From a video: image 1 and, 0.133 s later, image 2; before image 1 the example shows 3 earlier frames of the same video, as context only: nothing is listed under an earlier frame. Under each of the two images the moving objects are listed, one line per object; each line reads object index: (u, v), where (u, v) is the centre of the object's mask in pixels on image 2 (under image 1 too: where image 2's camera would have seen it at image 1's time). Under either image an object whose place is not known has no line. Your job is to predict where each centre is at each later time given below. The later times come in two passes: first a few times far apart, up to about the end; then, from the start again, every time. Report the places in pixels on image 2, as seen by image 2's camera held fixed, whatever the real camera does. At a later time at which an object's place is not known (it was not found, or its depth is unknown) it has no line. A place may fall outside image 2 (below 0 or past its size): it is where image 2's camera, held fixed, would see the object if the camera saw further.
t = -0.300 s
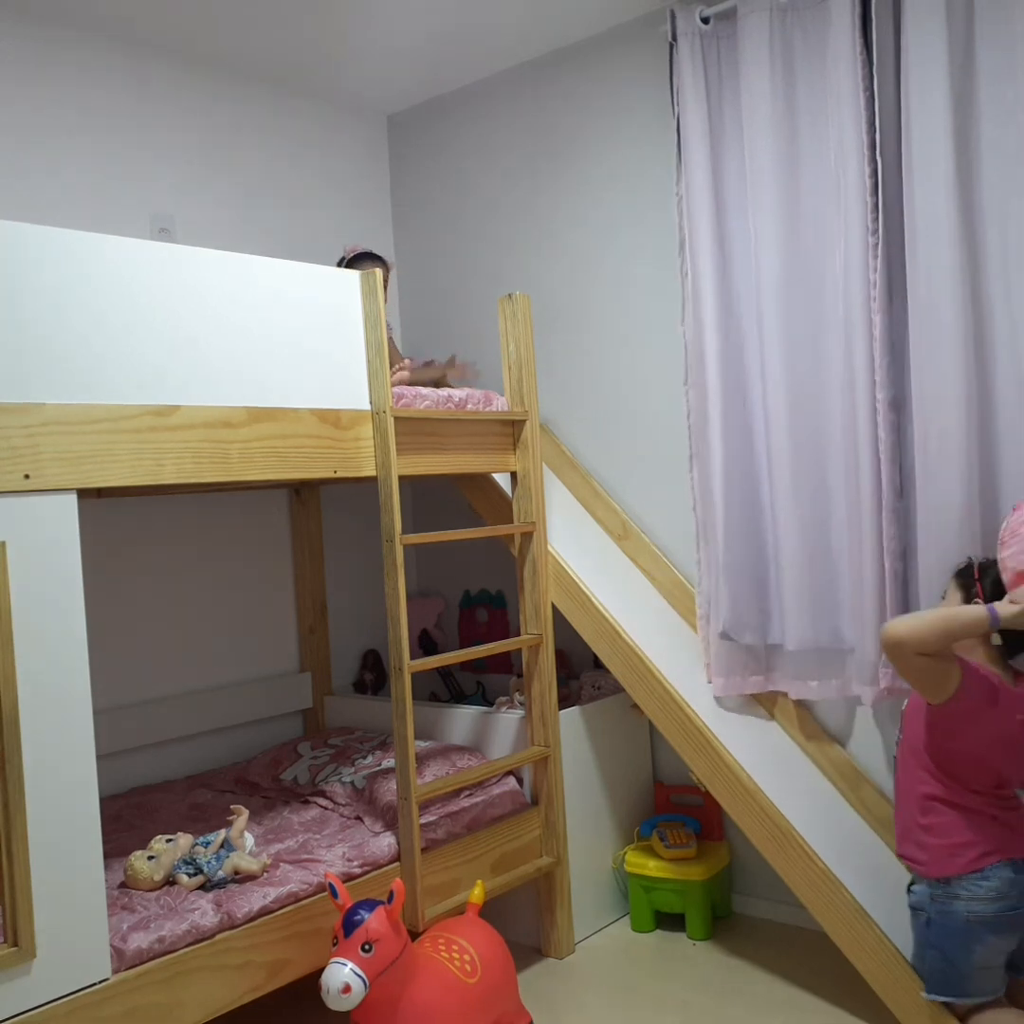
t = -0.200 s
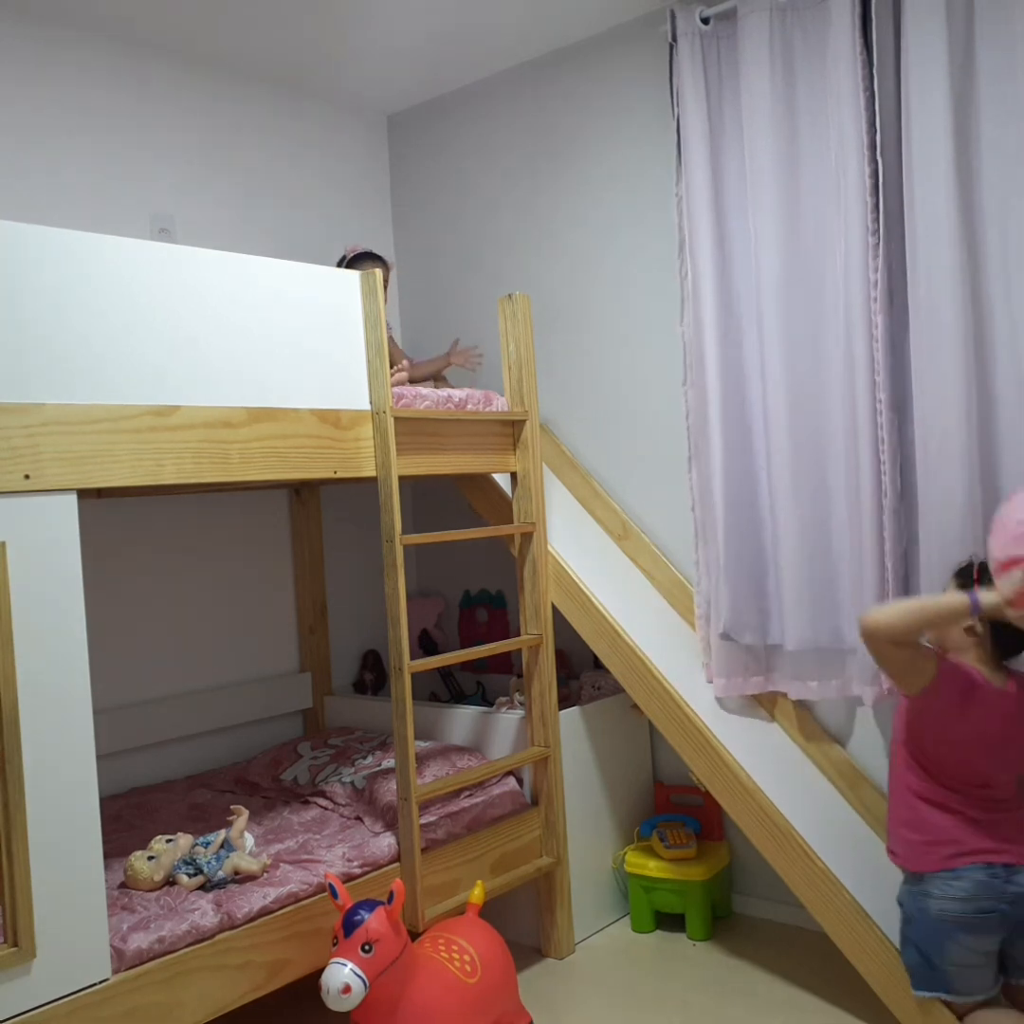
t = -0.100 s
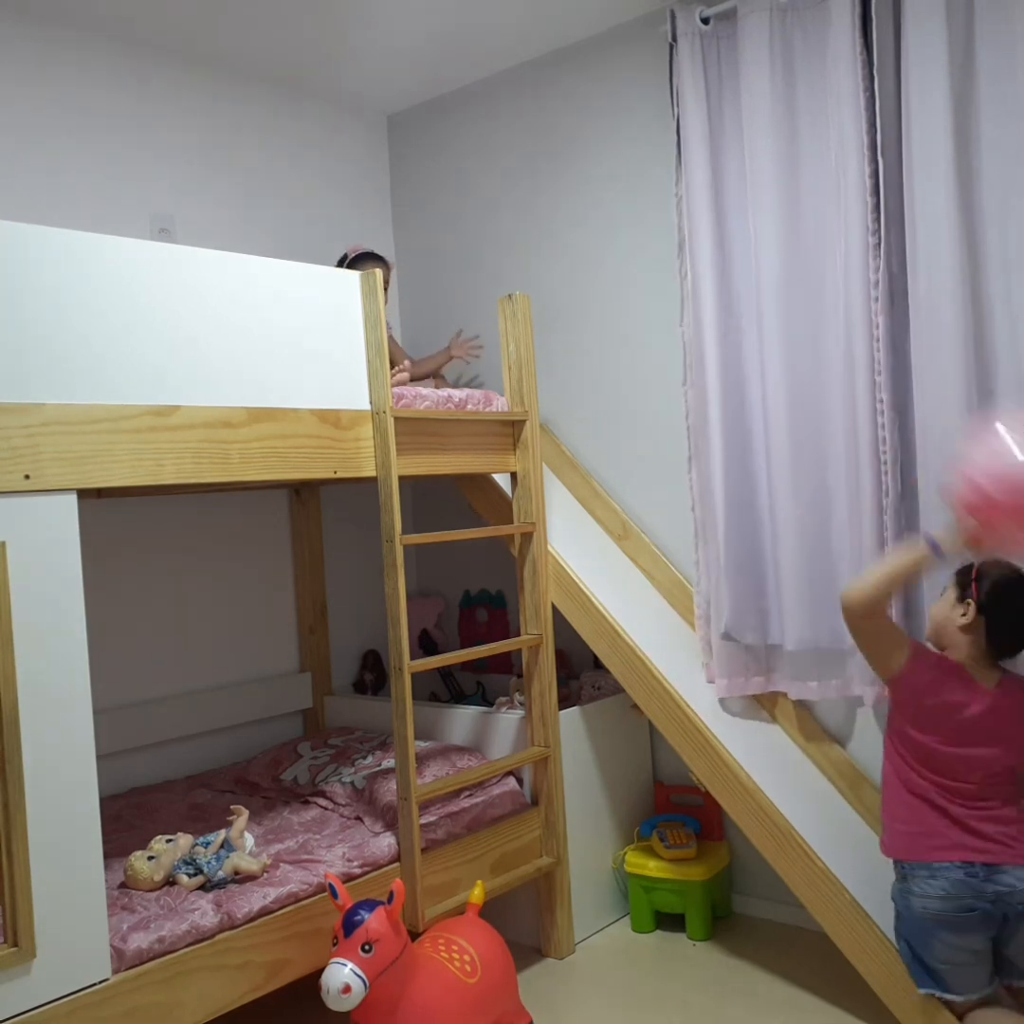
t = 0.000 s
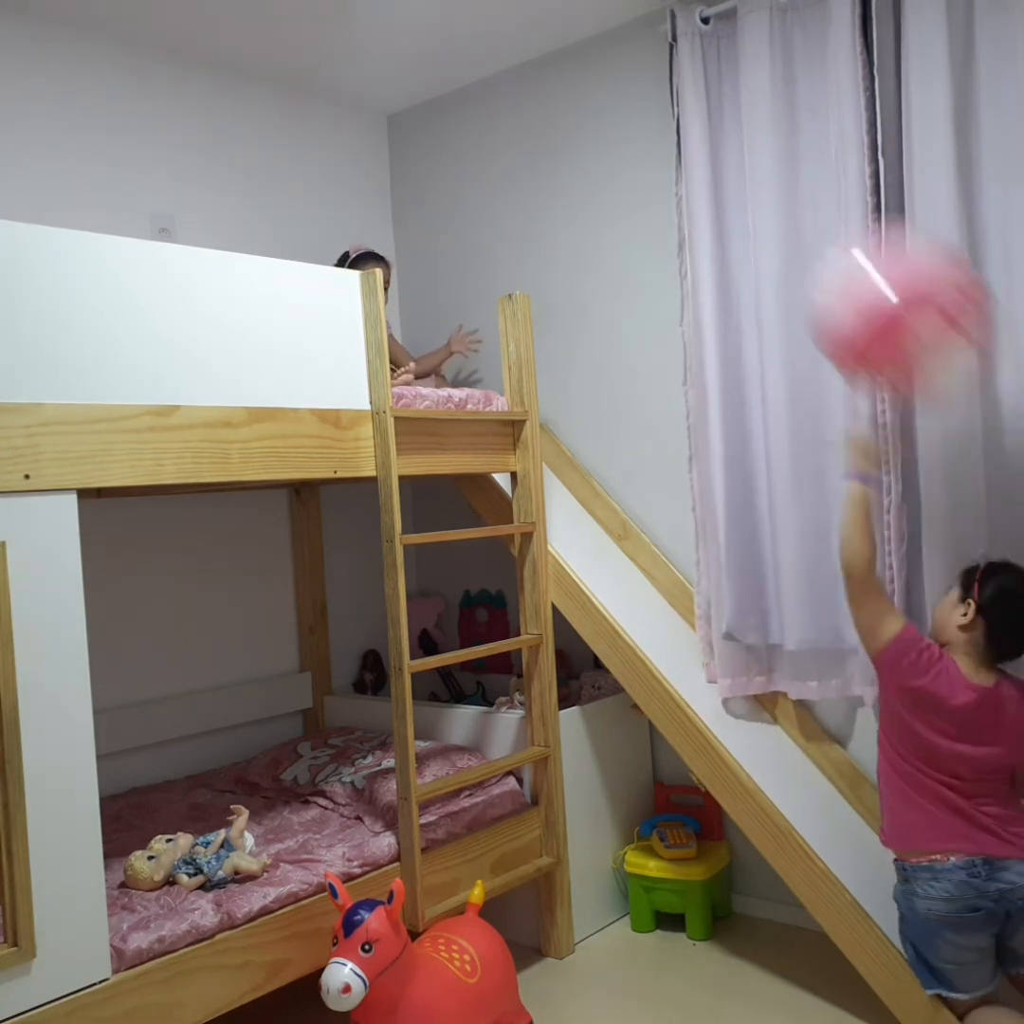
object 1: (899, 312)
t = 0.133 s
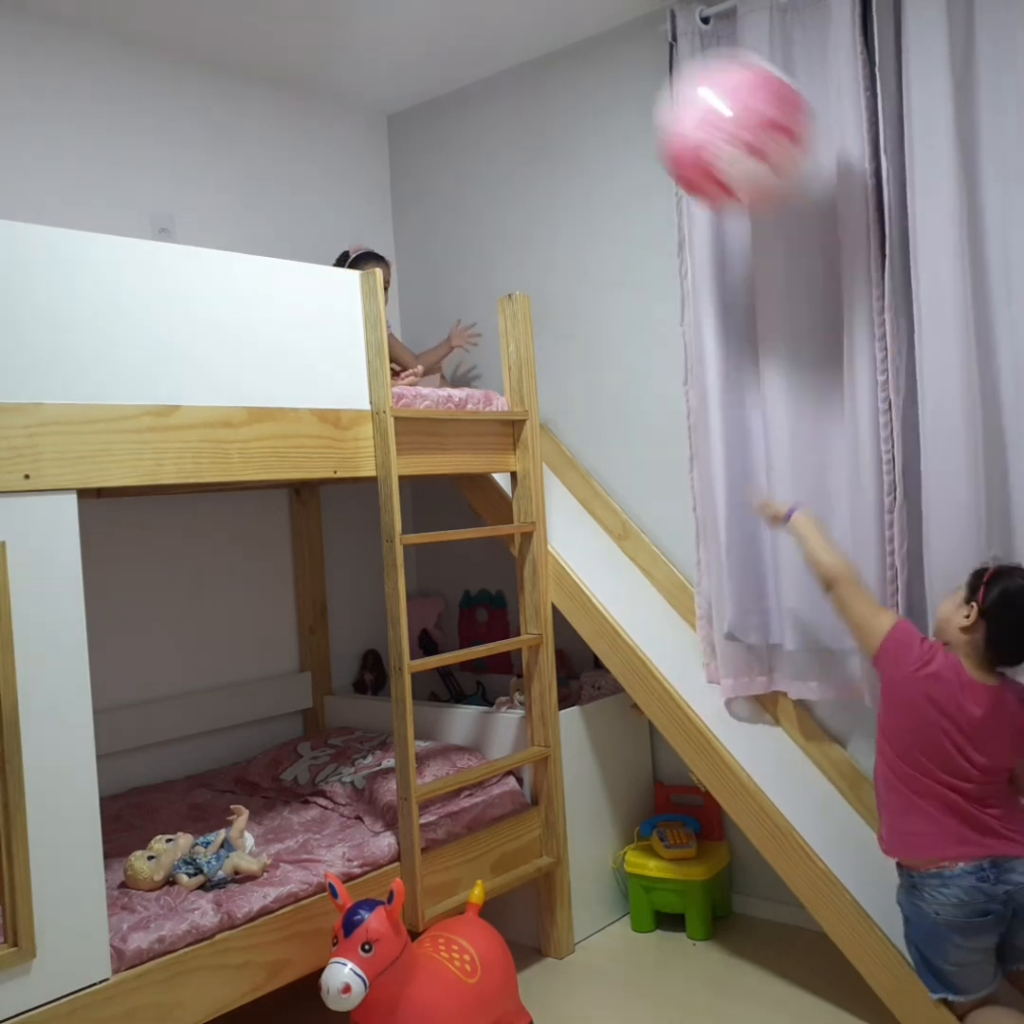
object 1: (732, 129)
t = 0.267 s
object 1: (623, 57)
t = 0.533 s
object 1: (509, 117)
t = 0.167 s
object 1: (701, 103)
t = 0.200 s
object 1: (672, 80)
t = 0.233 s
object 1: (647, 66)
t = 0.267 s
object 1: (623, 57)
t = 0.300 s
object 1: (602, 53)
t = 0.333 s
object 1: (582, 52)
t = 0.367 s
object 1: (566, 54)
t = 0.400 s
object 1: (552, 59)
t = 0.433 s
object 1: (539, 68)
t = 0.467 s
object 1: (527, 84)
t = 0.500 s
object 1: (517, 100)
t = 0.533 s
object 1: (509, 117)
